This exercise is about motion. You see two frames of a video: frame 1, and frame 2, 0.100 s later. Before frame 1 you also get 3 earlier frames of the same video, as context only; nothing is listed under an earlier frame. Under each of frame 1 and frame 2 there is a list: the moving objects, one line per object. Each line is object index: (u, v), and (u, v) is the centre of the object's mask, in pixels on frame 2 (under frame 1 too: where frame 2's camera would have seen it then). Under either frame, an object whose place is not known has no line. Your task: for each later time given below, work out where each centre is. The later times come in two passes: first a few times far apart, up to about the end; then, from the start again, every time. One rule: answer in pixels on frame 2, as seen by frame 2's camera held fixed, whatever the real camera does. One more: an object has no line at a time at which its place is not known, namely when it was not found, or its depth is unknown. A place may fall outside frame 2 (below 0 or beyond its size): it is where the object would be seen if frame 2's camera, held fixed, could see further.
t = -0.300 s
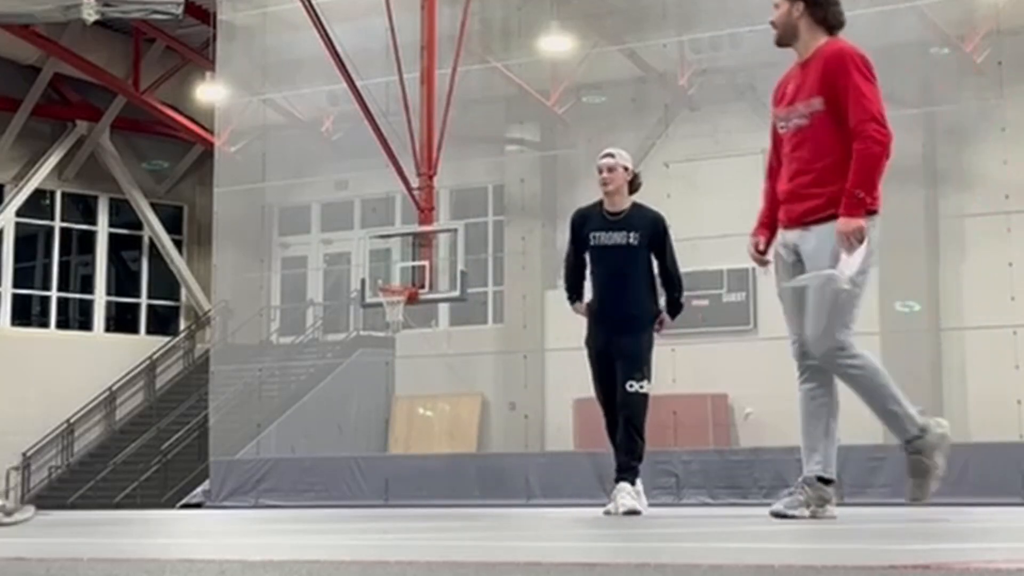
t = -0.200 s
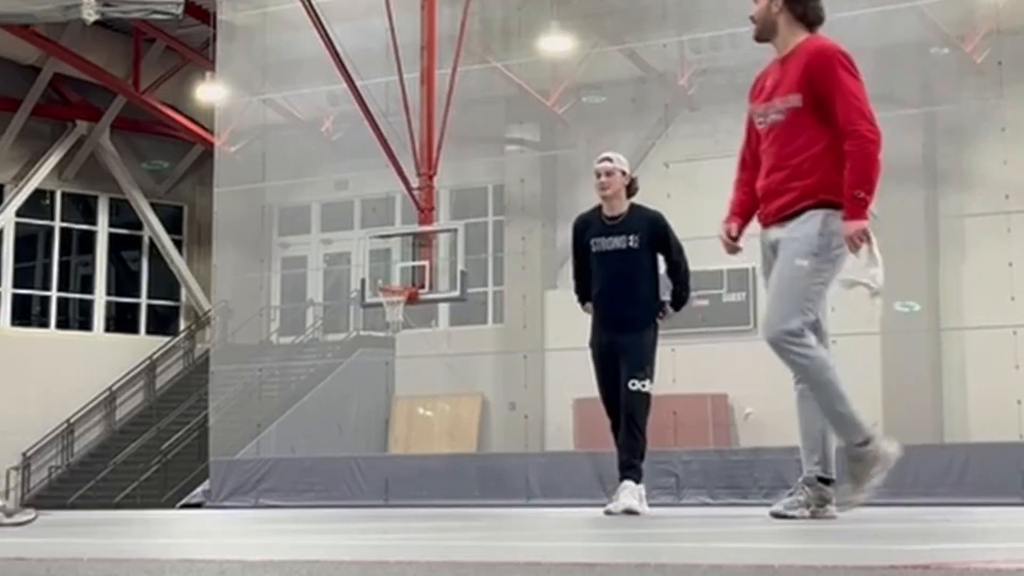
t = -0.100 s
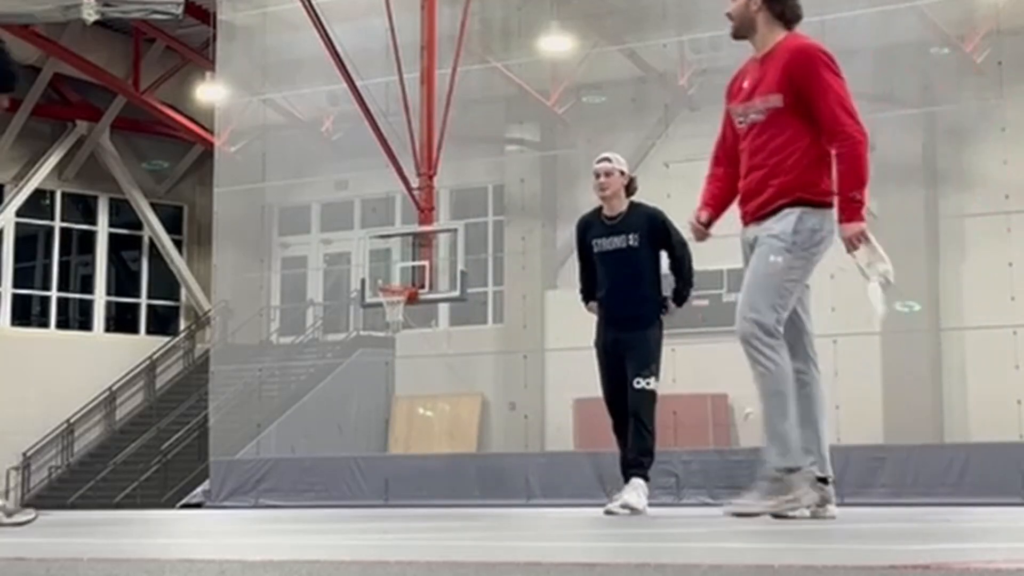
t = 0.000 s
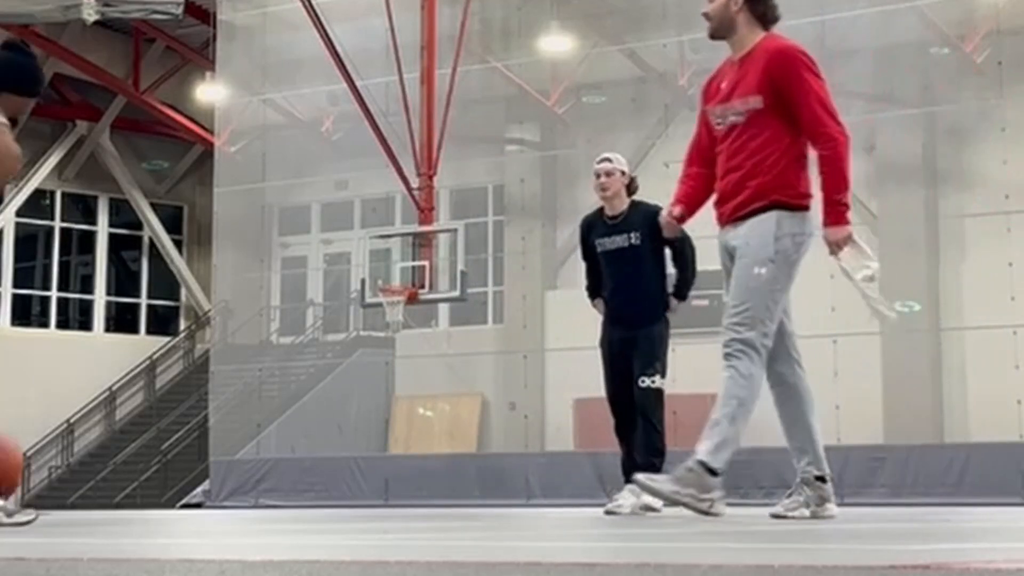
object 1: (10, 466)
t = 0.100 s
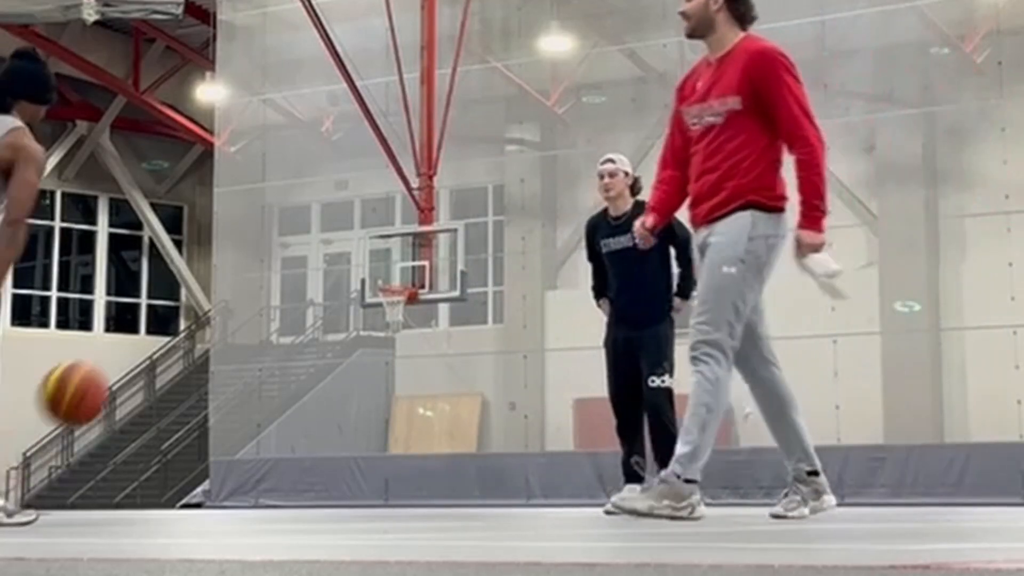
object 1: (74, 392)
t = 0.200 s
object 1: (151, 350)
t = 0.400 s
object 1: (286, 351)
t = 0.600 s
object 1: (400, 445)
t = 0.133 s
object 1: (101, 375)
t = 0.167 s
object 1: (126, 361)
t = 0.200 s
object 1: (151, 350)
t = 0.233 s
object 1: (176, 343)
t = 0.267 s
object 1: (200, 339)
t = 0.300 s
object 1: (222, 337)
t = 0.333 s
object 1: (243, 339)
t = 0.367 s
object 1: (265, 344)
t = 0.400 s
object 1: (286, 351)
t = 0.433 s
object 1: (306, 360)
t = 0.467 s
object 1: (326, 372)
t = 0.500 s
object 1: (345, 385)
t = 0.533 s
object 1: (364, 403)
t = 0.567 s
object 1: (382, 423)
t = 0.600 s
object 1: (400, 445)
